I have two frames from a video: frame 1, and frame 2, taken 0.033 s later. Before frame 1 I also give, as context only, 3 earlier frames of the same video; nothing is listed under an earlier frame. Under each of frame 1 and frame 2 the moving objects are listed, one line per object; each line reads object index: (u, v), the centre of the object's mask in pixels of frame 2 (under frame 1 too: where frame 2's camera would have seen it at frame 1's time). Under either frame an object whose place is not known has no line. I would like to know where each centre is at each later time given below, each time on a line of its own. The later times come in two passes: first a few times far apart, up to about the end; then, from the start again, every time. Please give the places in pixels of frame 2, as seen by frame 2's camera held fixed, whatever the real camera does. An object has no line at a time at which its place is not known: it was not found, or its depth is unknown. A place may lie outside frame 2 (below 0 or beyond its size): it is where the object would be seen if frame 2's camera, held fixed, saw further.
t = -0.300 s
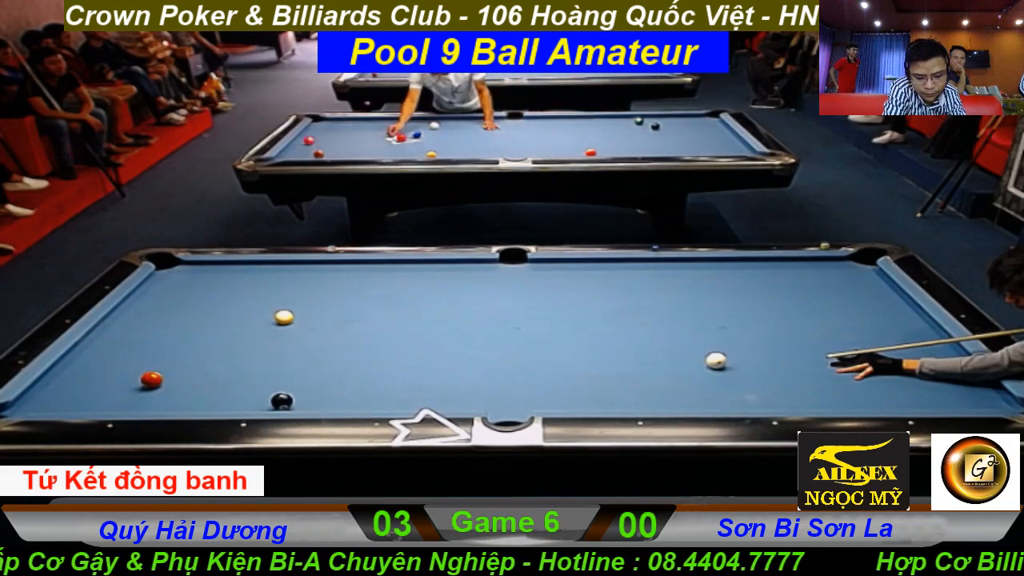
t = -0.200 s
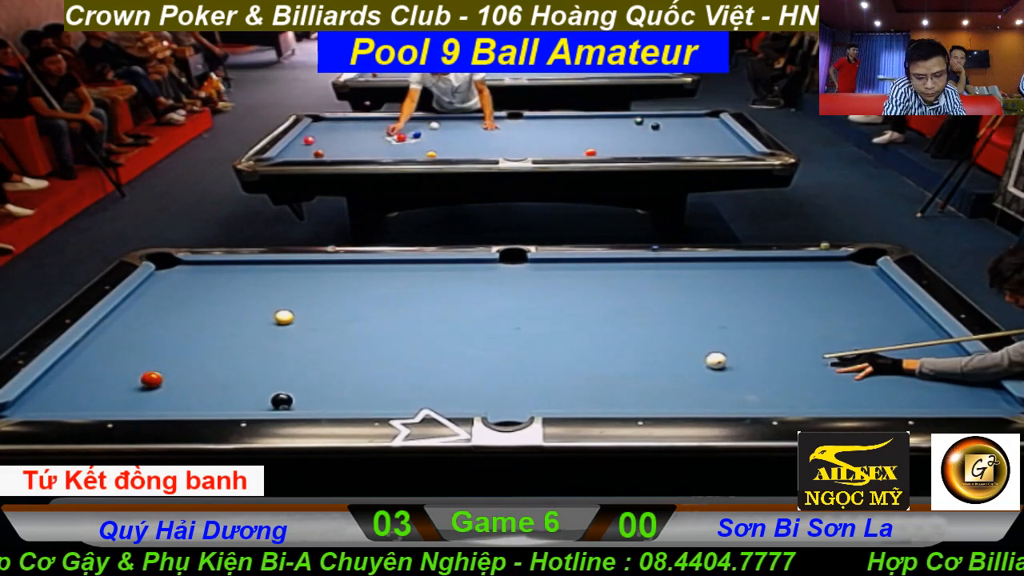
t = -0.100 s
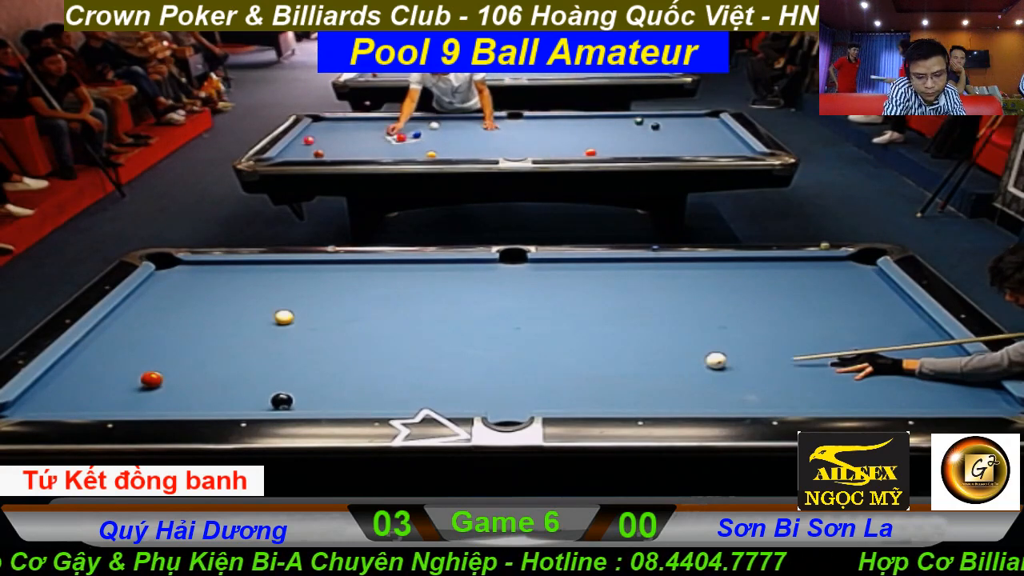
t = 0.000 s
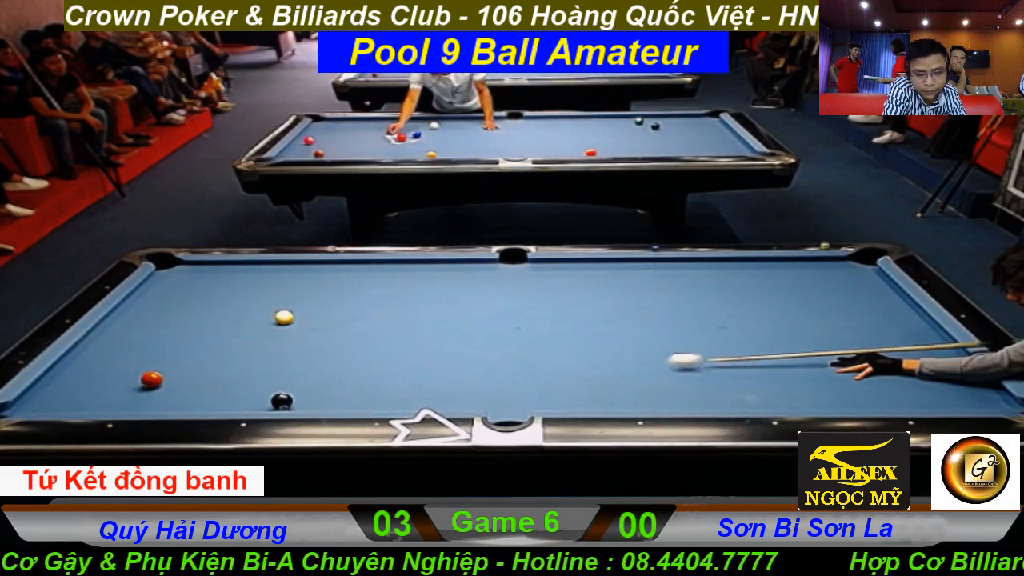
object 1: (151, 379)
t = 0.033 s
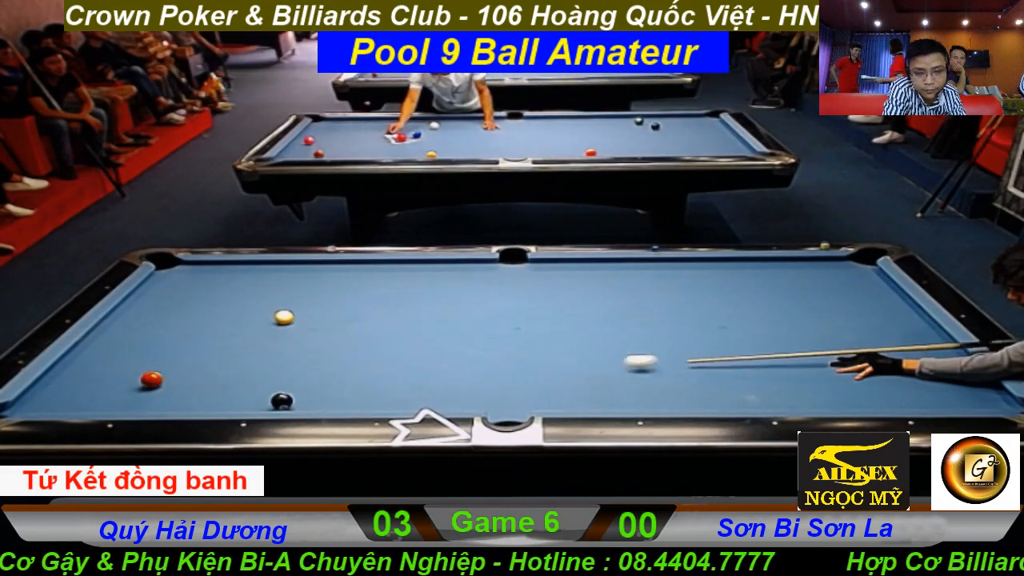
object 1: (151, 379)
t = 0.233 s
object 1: (151, 379)
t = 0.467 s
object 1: (119, 385)
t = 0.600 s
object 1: (6, 409)
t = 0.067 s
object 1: (151, 379)
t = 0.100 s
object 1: (151, 379)
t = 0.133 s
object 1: (151, 379)
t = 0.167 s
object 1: (151, 379)
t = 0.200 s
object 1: (151, 379)
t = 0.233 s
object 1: (151, 379)
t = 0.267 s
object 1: (151, 379)
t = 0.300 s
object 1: (151, 379)
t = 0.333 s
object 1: (151, 379)
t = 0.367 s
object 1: (151, 379)
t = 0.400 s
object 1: (151, 379)
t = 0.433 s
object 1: (150, 379)
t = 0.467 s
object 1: (119, 385)
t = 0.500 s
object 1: (89, 391)
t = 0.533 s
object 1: (59, 397)
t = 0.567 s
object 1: (29, 403)
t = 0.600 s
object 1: (6, 409)
